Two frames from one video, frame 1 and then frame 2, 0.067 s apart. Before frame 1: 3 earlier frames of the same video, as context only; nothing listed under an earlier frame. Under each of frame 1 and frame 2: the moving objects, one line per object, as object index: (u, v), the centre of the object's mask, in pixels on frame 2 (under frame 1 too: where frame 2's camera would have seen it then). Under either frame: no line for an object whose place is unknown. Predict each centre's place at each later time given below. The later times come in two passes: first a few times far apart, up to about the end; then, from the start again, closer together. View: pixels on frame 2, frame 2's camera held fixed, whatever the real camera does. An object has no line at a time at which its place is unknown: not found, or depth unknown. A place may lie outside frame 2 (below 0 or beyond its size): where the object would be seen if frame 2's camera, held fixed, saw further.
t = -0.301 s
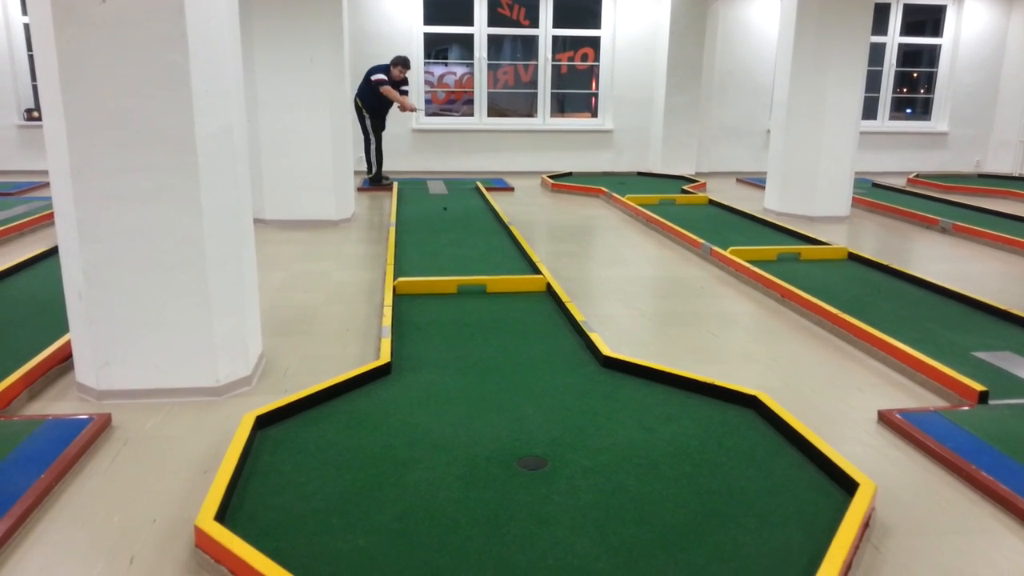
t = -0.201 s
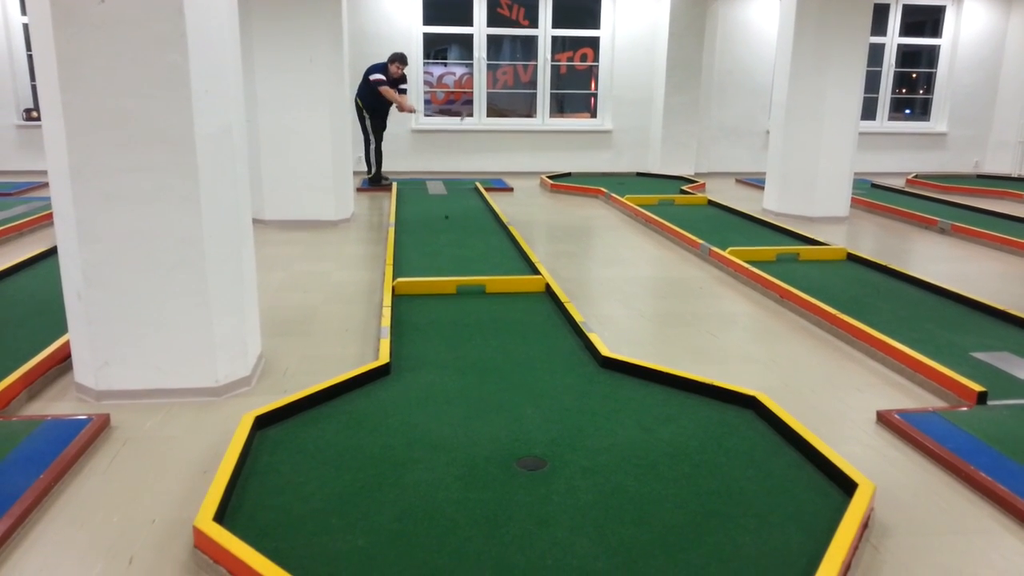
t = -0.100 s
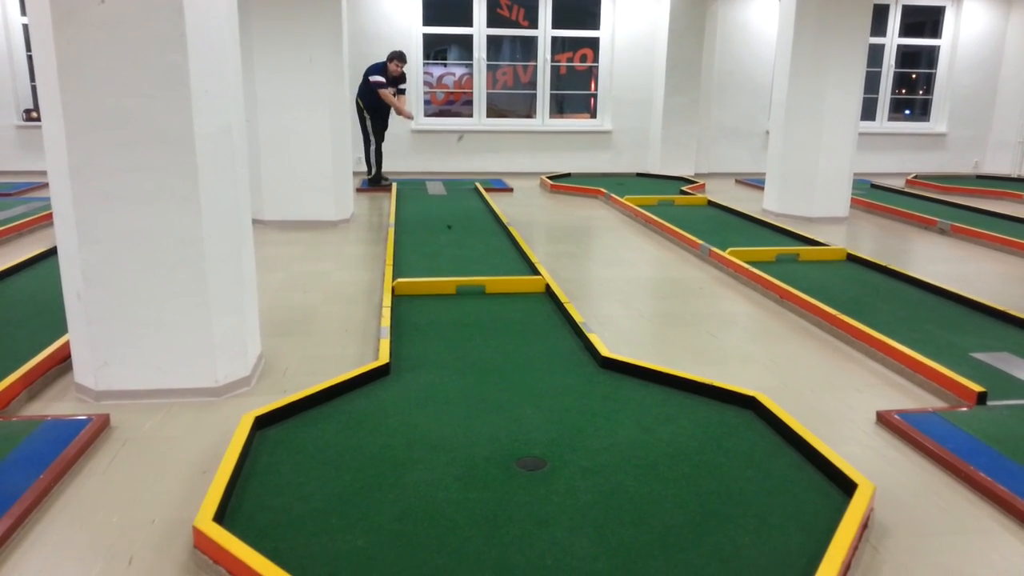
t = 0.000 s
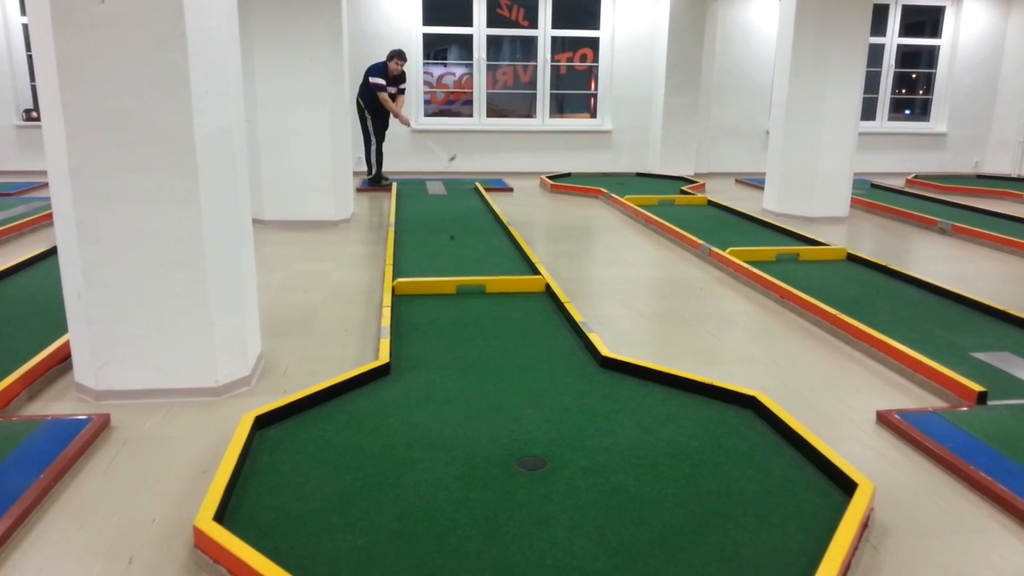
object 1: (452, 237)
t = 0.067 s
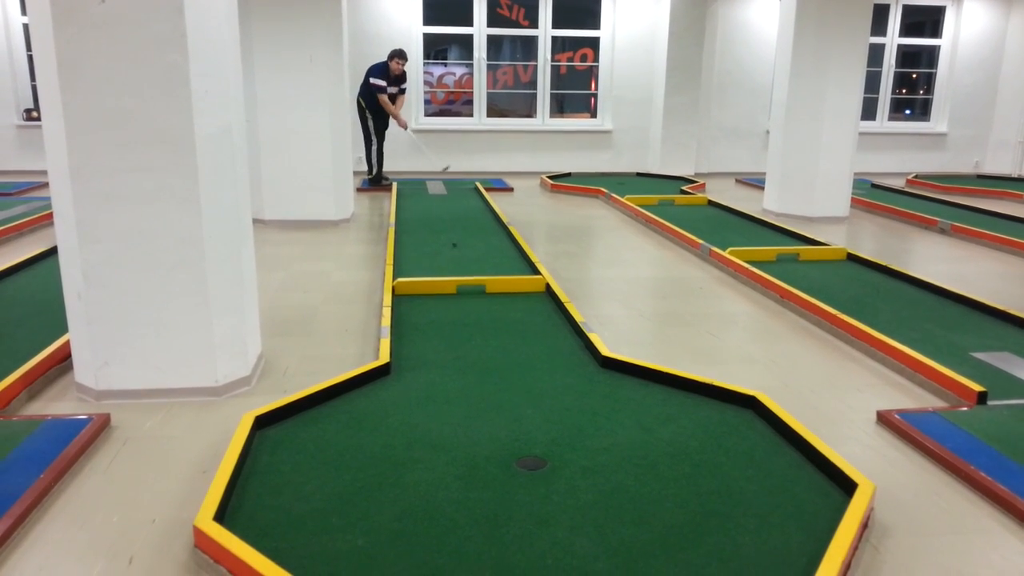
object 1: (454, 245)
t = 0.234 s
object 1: (460, 269)
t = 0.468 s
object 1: (472, 313)
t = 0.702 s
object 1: (490, 380)
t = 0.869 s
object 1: (511, 463)
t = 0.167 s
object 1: (458, 259)
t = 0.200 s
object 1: (459, 263)
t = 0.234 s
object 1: (460, 269)
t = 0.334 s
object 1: (465, 287)
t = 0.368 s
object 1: (465, 291)
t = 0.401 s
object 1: (468, 298)
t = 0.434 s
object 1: (470, 305)
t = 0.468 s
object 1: (472, 313)
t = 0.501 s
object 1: (474, 321)
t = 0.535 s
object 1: (476, 330)
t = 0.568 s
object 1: (478, 339)
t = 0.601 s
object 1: (481, 346)
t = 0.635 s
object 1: (483, 356)
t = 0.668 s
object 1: (486, 369)
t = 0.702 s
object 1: (490, 380)
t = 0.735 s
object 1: (492, 393)
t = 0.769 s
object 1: (497, 410)
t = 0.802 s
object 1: (500, 425)
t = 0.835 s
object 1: (505, 442)
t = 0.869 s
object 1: (511, 463)
